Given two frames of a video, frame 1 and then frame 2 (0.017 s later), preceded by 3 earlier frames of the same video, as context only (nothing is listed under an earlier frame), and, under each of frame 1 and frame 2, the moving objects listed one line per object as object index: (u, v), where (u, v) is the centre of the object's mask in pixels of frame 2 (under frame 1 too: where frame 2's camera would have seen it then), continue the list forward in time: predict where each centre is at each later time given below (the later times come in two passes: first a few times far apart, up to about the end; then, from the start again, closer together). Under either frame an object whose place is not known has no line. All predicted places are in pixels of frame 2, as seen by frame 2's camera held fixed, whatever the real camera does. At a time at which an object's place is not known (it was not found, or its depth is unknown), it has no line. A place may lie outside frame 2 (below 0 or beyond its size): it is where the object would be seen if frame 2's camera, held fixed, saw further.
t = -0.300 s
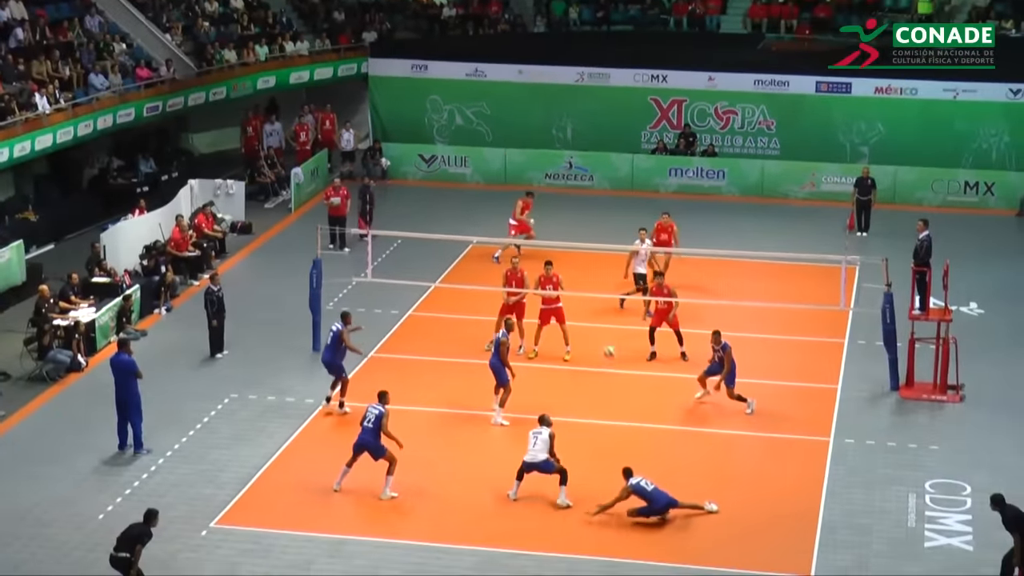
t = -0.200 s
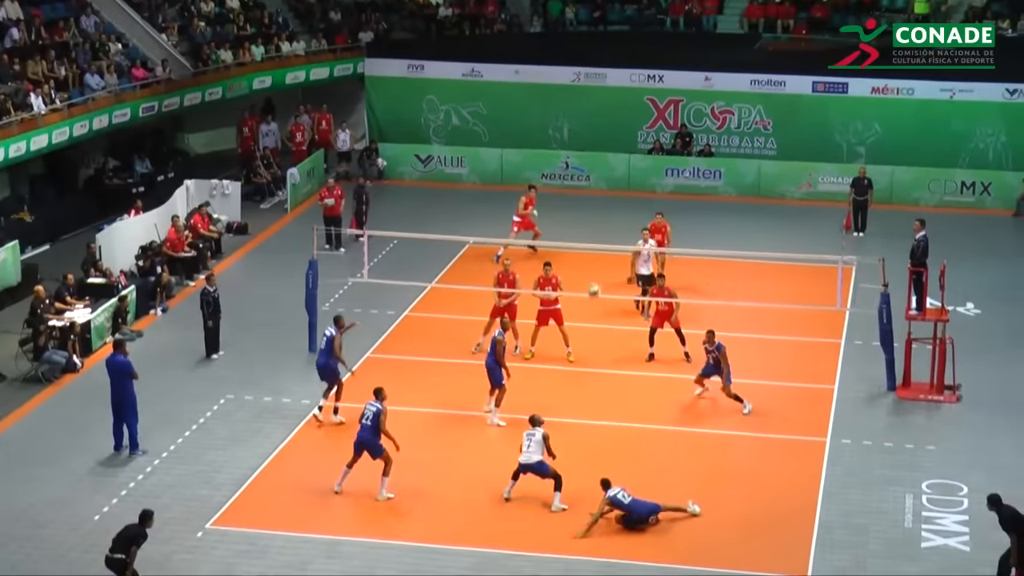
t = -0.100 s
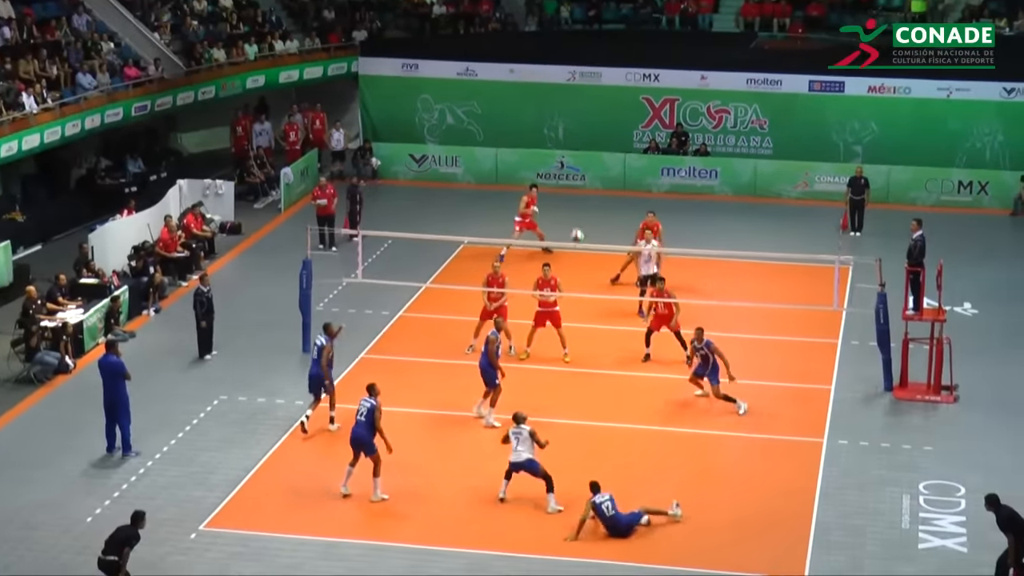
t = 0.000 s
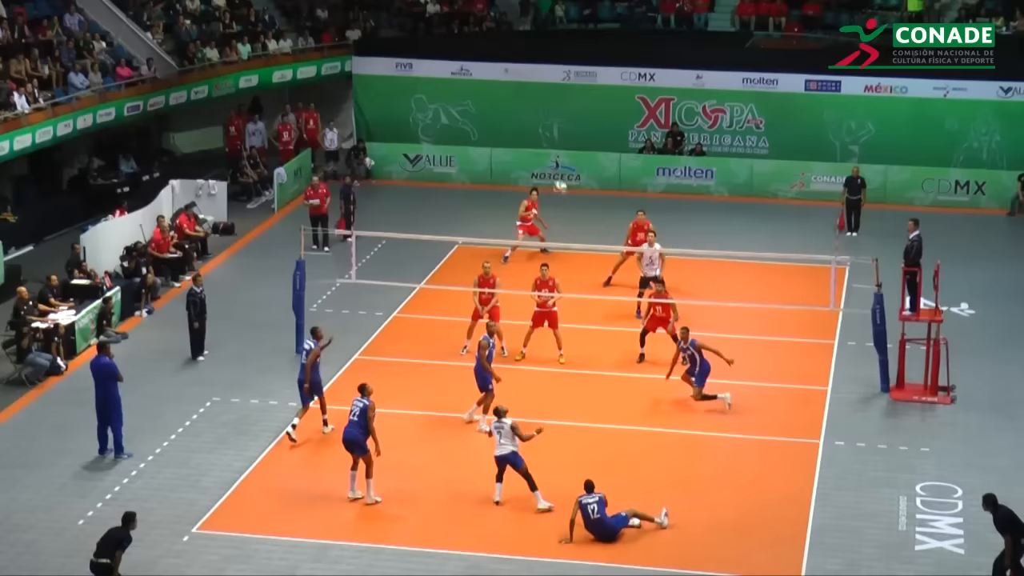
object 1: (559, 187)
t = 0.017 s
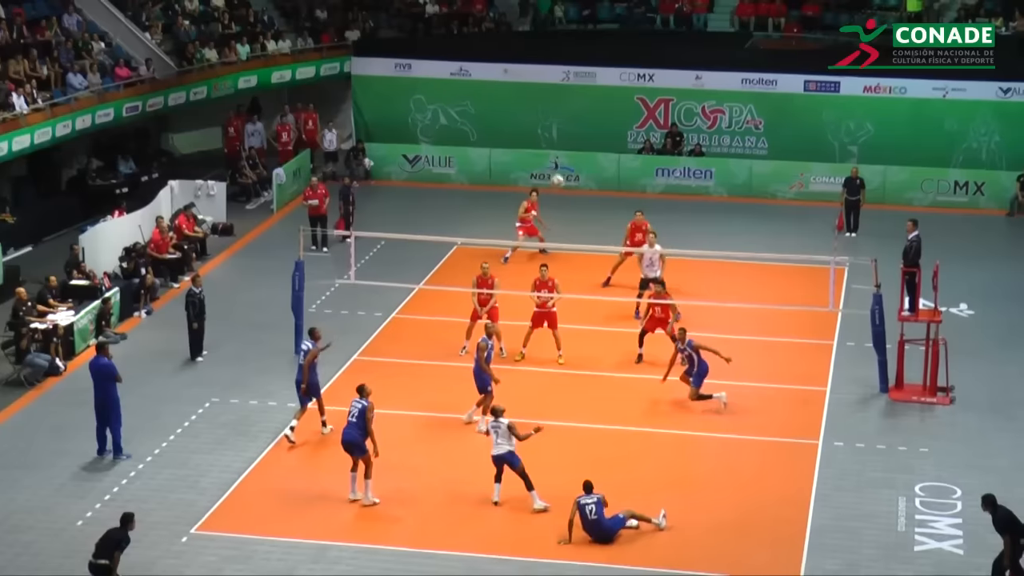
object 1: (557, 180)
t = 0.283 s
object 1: (526, 88)
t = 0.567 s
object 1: (495, 39)
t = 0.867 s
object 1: (464, 45)
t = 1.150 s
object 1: (435, 101)
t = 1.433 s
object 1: (405, 204)
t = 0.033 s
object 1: (556, 173)
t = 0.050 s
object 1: (553, 166)
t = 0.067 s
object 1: (552, 161)
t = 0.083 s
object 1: (549, 153)
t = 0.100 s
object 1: (547, 147)
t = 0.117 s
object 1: (546, 141)
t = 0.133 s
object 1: (544, 135)
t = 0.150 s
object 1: (542, 129)
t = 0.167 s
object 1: (540, 122)
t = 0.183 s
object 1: (538, 117)
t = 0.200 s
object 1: (536, 112)
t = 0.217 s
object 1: (534, 107)
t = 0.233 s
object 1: (532, 101)
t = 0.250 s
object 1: (529, 96)
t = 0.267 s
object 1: (528, 92)
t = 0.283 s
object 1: (526, 88)
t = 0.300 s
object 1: (524, 84)
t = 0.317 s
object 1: (522, 80)
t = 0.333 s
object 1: (521, 75)
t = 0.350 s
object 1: (519, 73)
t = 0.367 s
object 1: (517, 68)
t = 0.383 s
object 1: (515, 64)
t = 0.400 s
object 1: (513, 60)
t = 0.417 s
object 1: (511, 57)
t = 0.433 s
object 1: (510, 55)
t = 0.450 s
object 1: (508, 53)
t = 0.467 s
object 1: (506, 50)
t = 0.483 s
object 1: (504, 48)
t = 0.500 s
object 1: (502, 45)
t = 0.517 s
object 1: (501, 44)
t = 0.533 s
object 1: (499, 42)
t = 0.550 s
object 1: (497, 41)
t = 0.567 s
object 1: (495, 39)
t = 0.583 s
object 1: (493, 38)
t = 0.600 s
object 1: (492, 37)
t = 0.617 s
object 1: (490, 36)
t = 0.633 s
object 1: (488, 35)
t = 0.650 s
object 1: (486, 35)
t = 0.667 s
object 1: (485, 34)
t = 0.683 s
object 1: (483, 34)
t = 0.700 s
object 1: (481, 34)
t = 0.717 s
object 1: (480, 34)
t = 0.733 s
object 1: (478, 35)
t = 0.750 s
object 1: (476, 35)
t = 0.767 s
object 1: (474, 36)
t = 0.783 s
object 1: (472, 37)
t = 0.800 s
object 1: (471, 38)
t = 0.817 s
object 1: (469, 40)
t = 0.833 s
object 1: (467, 41)
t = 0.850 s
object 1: (466, 43)
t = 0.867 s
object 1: (464, 45)
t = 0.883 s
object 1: (462, 47)
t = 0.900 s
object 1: (460, 48)
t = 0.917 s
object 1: (459, 51)
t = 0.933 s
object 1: (457, 53)
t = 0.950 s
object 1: (456, 56)
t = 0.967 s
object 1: (454, 59)
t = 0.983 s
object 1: (453, 62)
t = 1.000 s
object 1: (450, 65)
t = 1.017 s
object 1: (448, 69)
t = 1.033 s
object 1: (447, 71)
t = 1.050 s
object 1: (445, 75)
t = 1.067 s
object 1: (443, 79)
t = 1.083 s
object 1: (442, 84)
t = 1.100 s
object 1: (440, 88)
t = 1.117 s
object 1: (438, 92)
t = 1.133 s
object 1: (436, 97)
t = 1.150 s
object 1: (435, 101)
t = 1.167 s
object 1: (433, 107)
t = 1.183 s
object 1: (431, 111)
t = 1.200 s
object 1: (429, 116)
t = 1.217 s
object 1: (427, 122)
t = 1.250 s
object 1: (424, 133)
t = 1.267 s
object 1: (422, 139)
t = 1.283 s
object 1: (420, 145)
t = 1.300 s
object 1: (419, 150)
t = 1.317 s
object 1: (417, 157)
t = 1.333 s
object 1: (416, 163)
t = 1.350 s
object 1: (414, 170)
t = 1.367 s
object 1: (412, 175)
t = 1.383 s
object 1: (410, 182)
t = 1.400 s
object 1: (408, 189)
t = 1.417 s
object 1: (407, 197)
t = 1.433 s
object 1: (405, 204)
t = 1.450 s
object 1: (403, 212)
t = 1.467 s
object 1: (401, 218)
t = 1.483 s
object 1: (400, 226)
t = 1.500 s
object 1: (396, 233)
